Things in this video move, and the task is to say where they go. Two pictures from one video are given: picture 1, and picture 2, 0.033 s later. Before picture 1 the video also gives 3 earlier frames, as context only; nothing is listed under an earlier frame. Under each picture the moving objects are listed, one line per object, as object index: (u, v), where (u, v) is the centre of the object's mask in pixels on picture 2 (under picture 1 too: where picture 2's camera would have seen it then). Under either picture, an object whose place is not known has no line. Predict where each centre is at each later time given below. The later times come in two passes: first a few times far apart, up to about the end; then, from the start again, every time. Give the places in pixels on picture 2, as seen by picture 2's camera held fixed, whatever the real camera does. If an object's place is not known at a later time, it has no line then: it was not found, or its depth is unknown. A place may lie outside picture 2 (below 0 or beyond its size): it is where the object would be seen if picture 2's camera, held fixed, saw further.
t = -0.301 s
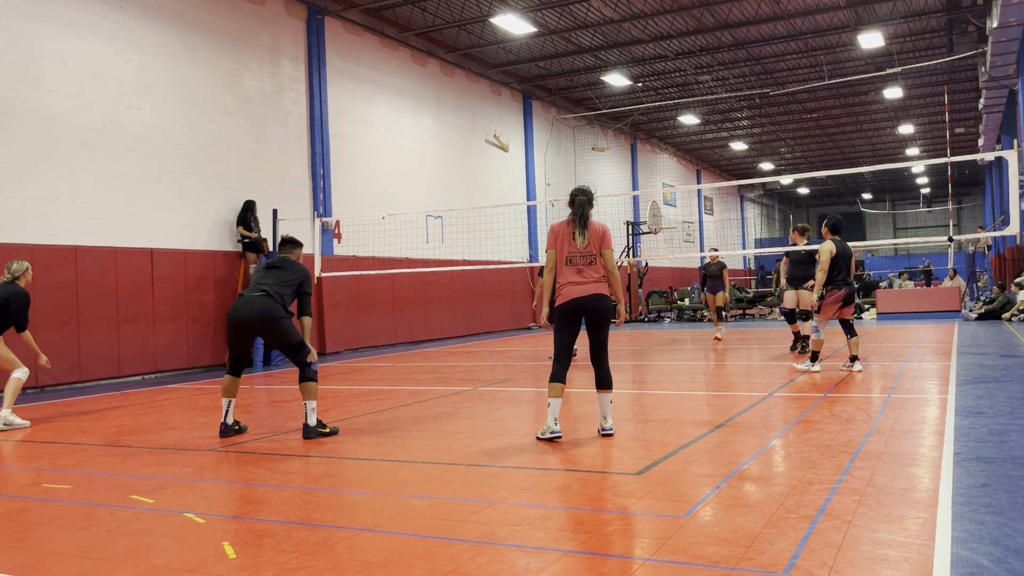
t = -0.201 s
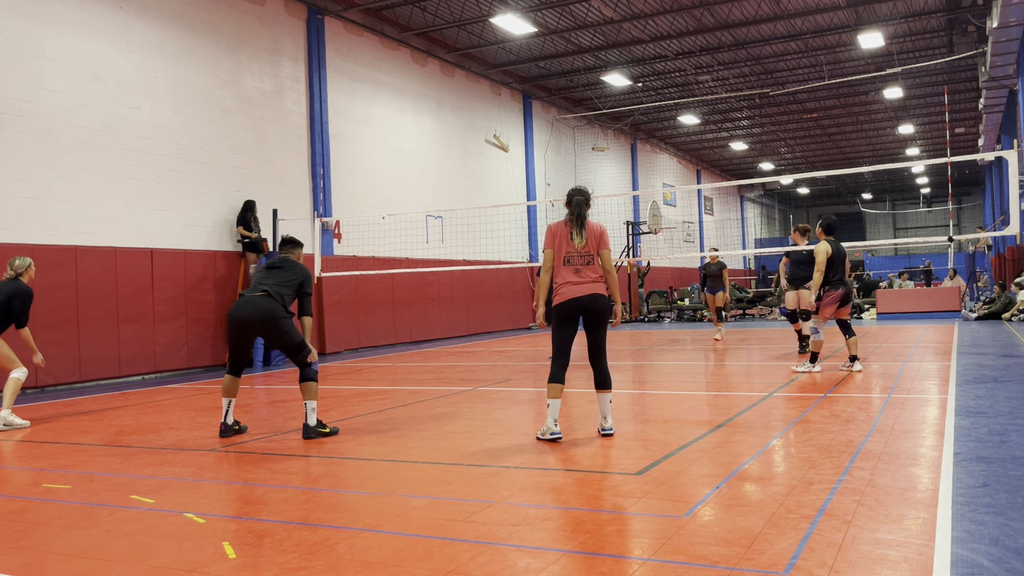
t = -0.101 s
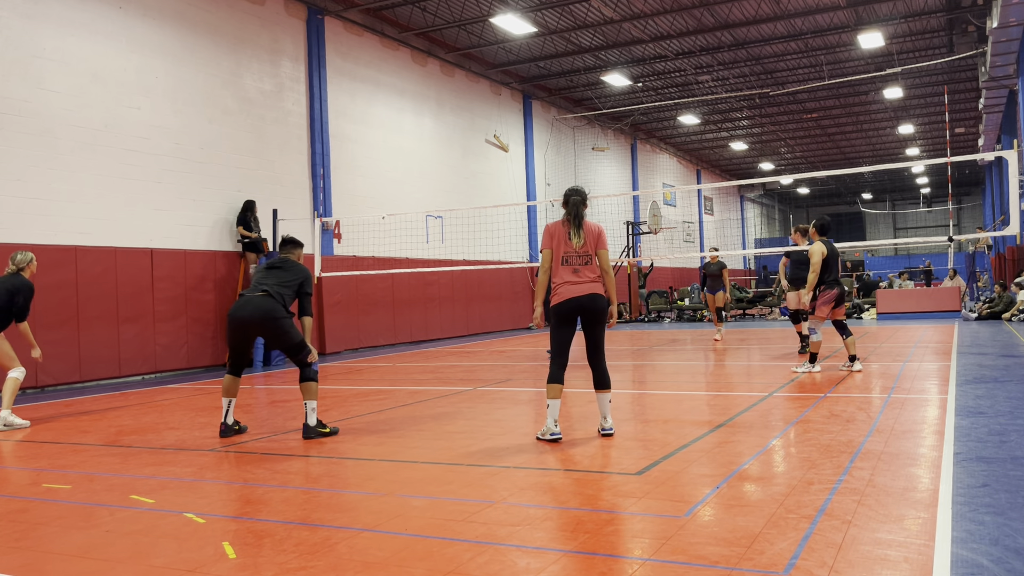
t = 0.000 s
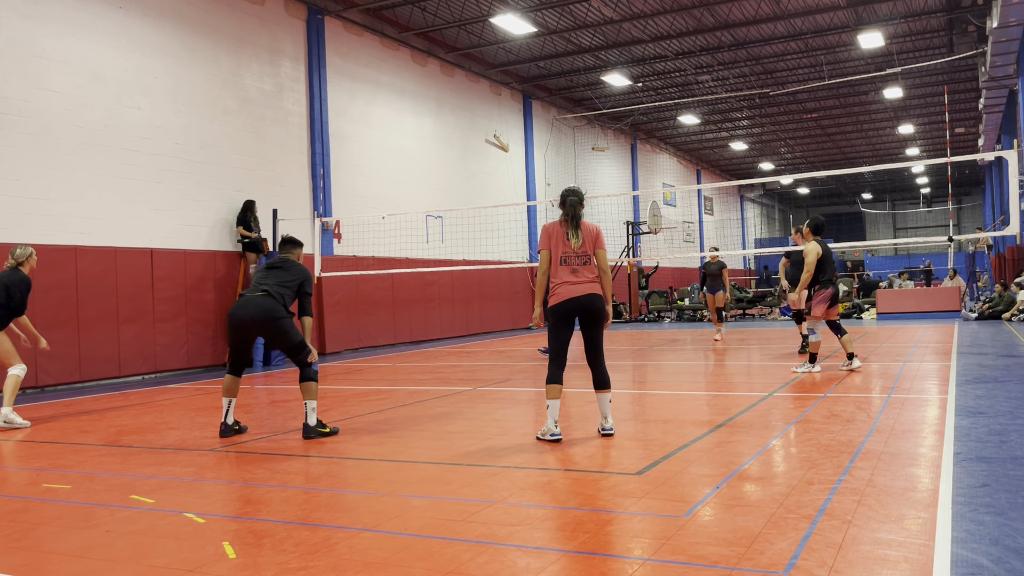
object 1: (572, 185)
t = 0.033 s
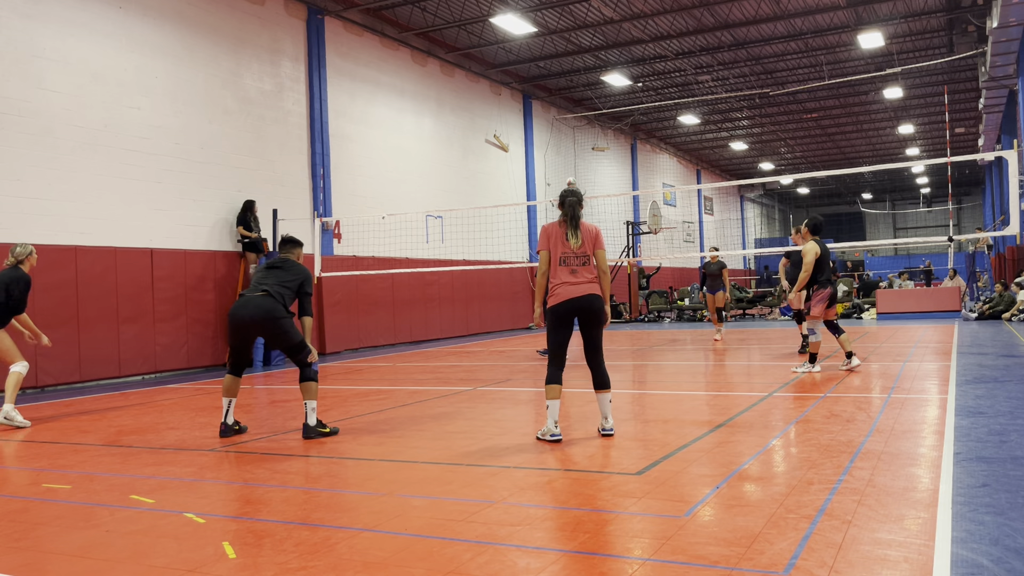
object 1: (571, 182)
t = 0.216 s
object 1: (566, 152)
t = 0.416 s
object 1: (561, 133)
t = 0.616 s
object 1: (555, 133)
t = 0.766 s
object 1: (547, 167)
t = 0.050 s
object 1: (571, 179)
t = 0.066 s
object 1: (570, 176)
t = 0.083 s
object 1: (570, 173)
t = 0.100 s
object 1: (569, 170)
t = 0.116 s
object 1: (569, 167)
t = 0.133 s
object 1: (568, 164)
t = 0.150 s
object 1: (568, 162)
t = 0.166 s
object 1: (567, 159)
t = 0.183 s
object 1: (567, 157)
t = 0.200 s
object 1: (567, 154)
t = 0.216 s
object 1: (566, 152)
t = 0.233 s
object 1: (566, 150)
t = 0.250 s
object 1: (566, 148)
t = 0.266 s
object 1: (565, 146)
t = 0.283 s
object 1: (565, 144)
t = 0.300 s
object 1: (564, 143)
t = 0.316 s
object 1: (564, 141)
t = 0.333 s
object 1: (563, 140)
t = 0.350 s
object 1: (563, 138)
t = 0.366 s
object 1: (563, 137)
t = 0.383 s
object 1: (562, 136)
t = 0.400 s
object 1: (561, 135)
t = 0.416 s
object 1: (561, 133)
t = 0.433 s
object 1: (560, 132)
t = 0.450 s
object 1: (560, 131)
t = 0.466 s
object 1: (559, 131)
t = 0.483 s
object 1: (559, 130)
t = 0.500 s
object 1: (558, 129)
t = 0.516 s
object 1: (558, 129)
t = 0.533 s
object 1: (558, 129)
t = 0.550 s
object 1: (557, 129)
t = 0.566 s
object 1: (557, 130)
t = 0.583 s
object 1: (556, 130)
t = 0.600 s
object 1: (556, 132)
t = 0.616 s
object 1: (555, 133)
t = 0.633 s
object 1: (554, 135)
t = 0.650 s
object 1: (554, 138)
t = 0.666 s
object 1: (553, 140)
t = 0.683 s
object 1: (552, 144)
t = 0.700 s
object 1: (552, 147)
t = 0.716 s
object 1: (551, 152)
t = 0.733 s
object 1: (550, 156)
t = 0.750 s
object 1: (548, 161)
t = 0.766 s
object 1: (547, 167)
